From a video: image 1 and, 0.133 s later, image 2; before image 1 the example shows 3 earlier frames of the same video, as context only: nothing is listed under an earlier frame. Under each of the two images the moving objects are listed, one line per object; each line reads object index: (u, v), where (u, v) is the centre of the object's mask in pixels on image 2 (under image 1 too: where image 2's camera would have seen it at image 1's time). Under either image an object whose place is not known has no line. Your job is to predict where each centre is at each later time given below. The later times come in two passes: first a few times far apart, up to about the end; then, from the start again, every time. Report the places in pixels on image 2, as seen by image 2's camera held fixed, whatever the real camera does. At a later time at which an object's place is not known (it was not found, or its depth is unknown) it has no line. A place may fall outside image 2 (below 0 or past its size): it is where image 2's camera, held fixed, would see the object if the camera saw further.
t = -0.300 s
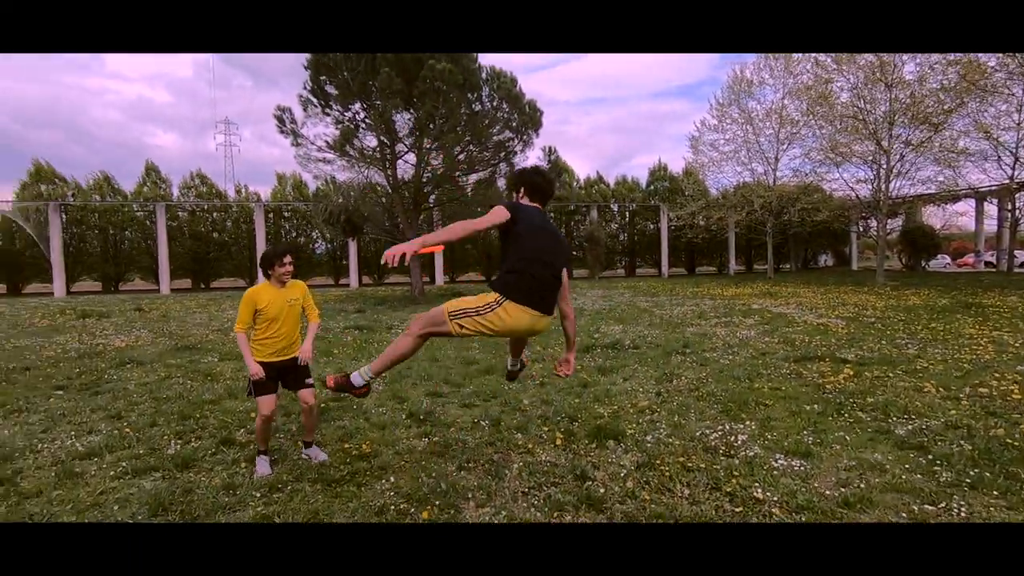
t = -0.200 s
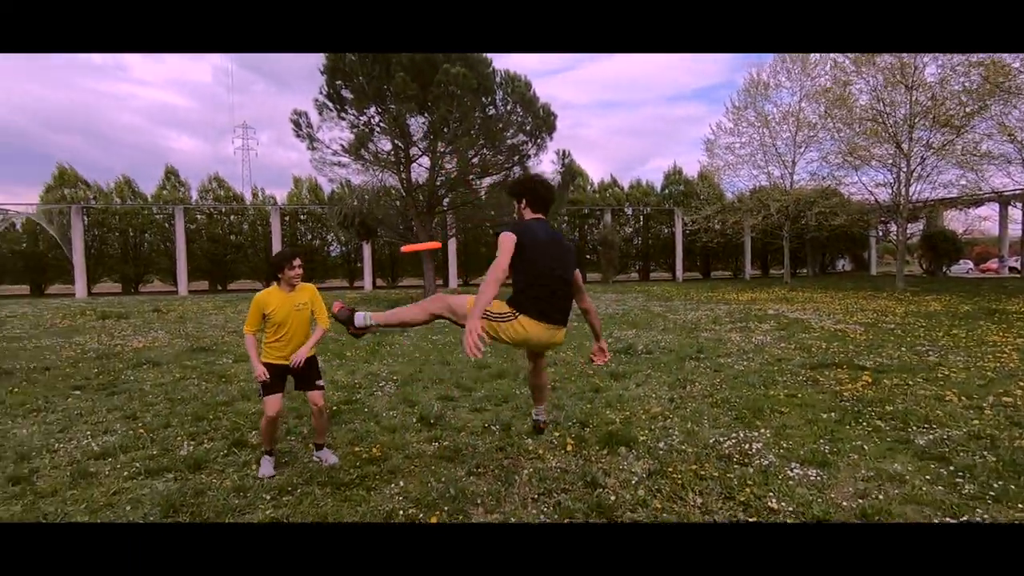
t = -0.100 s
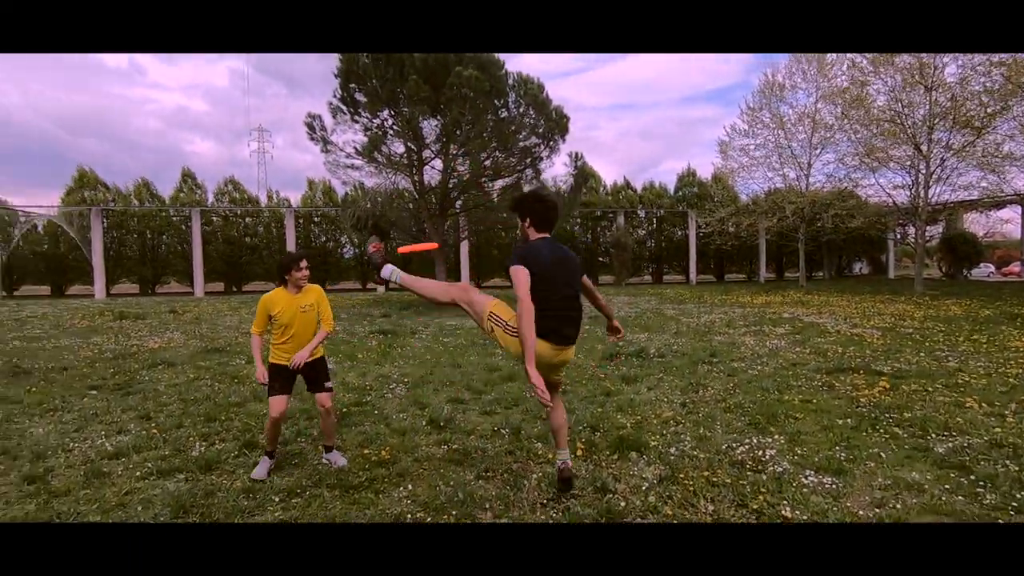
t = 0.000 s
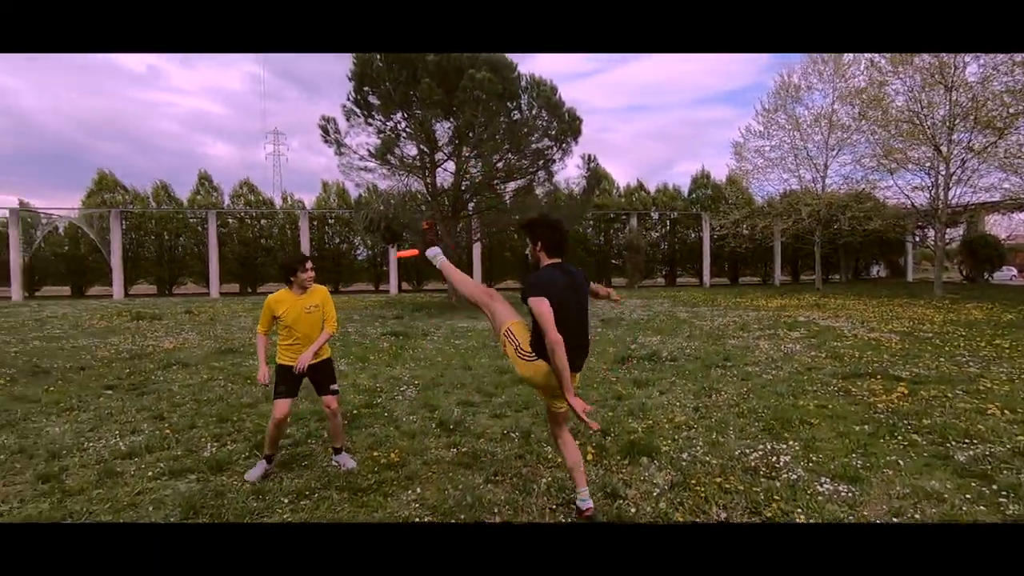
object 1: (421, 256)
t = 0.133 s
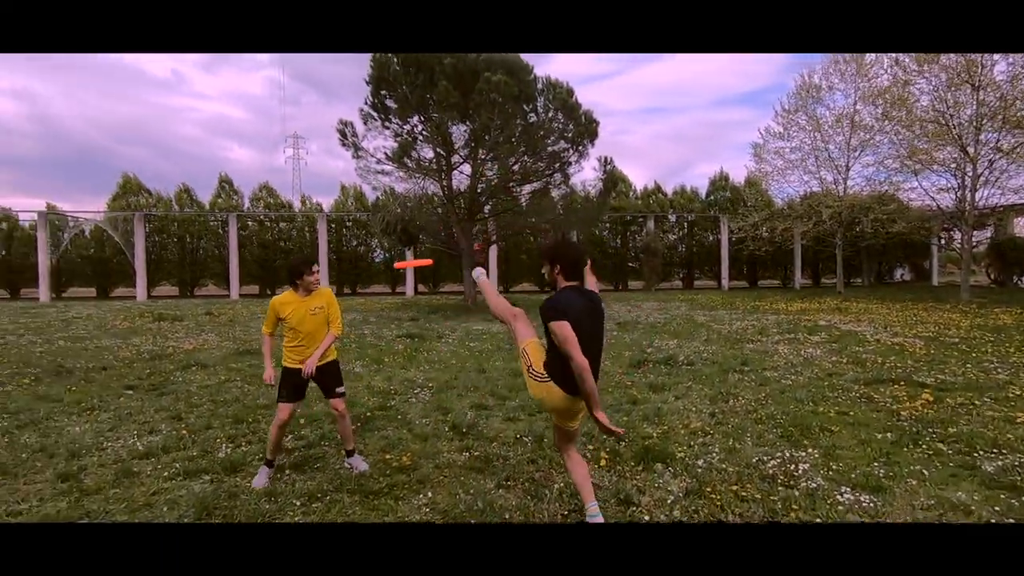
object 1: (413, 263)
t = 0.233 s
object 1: (399, 273)
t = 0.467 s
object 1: (370, 304)
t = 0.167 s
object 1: (409, 266)
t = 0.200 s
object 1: (404, 270)
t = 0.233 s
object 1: (399, 273)
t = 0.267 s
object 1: (394, 277)
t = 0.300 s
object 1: (389, 282)
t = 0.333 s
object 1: (385, 285)
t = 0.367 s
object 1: (382, 289)
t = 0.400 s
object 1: (377, 293)
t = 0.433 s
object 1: (373, 299)
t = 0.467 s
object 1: (370, 304)
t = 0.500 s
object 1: (366, 308)
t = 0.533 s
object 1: (360, 314)
